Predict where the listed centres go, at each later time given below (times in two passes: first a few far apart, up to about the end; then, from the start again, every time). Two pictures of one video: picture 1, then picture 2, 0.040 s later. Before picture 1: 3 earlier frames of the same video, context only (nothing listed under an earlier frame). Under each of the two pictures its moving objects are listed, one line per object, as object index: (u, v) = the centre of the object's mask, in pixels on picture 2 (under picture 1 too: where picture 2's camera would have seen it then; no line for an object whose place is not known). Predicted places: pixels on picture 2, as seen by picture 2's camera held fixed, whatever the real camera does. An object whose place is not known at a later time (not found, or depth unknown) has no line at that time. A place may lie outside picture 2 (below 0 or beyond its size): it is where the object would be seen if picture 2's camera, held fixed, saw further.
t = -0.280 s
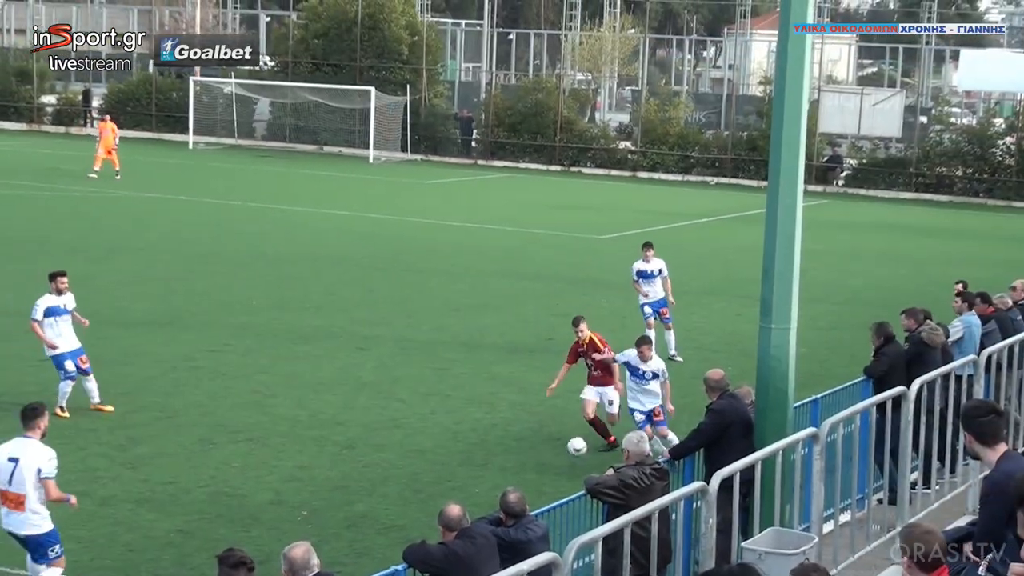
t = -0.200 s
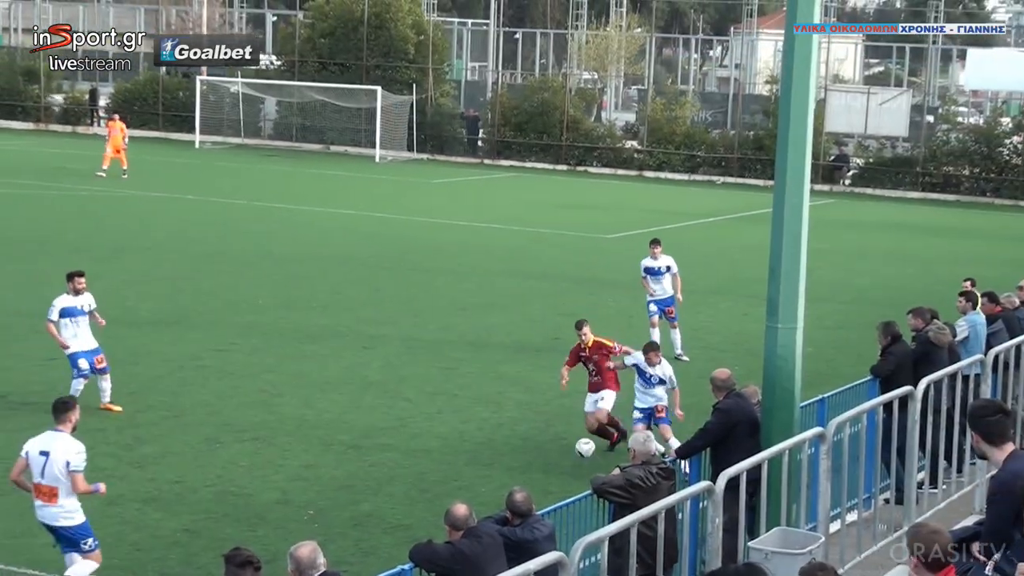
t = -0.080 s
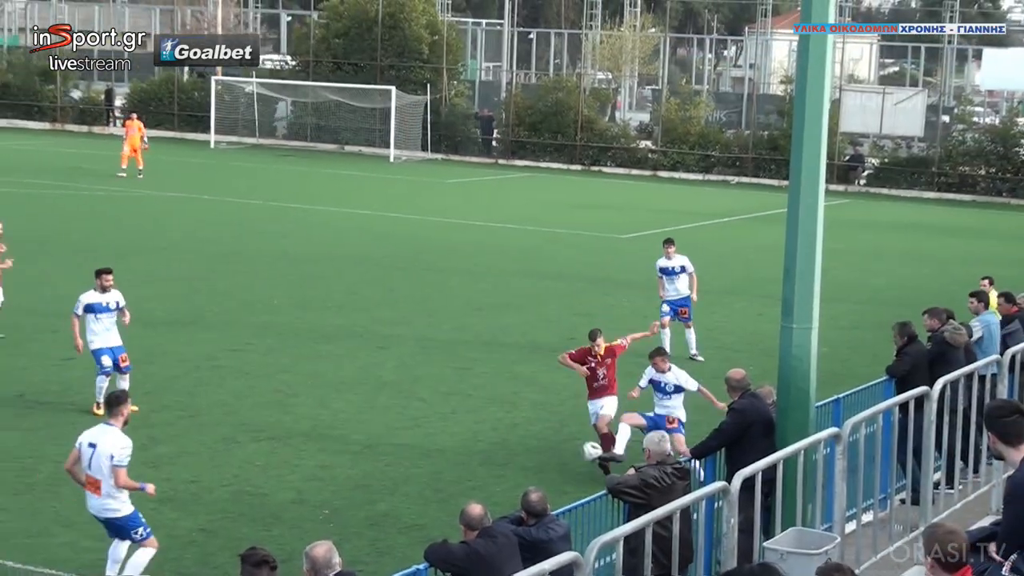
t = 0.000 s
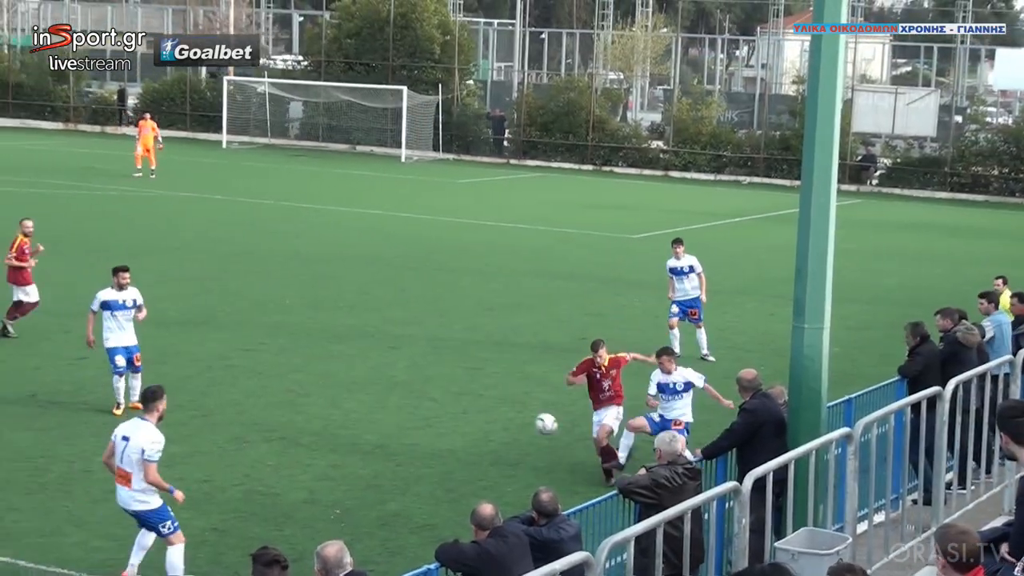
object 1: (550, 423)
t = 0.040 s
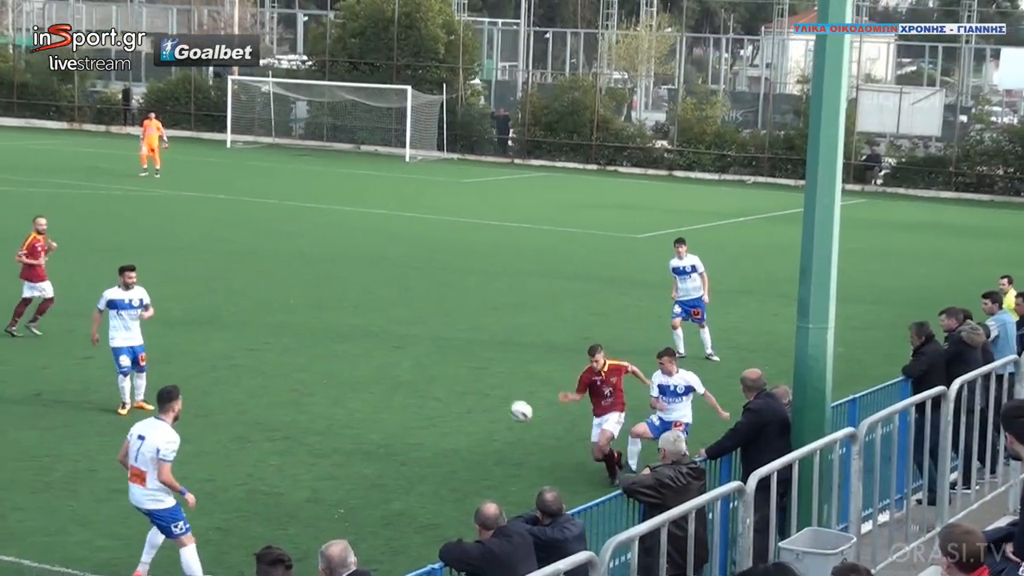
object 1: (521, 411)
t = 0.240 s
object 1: (364, 370)
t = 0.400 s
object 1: (224, 364)
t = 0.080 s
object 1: (491, 400)
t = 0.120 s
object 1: (460, 390)
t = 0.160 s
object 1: (429, 382)
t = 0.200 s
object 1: (396, 375)
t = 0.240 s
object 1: (364, 370)
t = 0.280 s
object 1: (331, 366)
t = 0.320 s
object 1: (297, 364)
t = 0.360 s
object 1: (261, 363)
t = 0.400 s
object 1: (224, 364)
